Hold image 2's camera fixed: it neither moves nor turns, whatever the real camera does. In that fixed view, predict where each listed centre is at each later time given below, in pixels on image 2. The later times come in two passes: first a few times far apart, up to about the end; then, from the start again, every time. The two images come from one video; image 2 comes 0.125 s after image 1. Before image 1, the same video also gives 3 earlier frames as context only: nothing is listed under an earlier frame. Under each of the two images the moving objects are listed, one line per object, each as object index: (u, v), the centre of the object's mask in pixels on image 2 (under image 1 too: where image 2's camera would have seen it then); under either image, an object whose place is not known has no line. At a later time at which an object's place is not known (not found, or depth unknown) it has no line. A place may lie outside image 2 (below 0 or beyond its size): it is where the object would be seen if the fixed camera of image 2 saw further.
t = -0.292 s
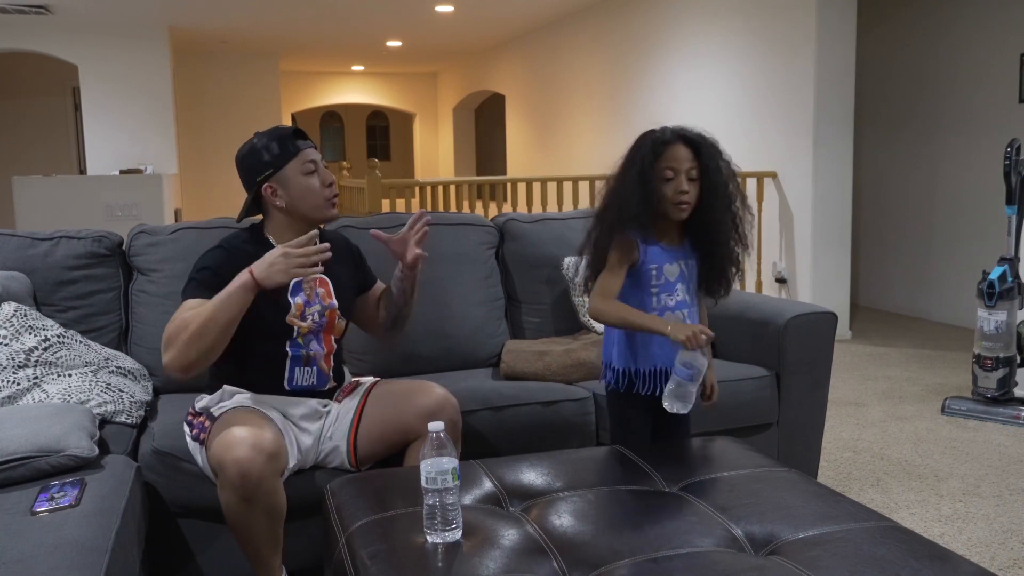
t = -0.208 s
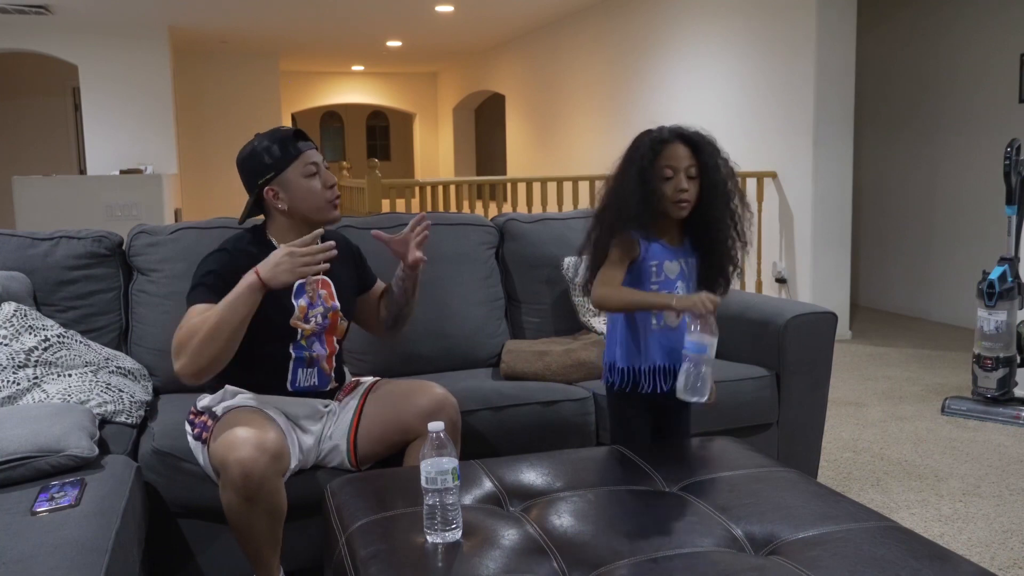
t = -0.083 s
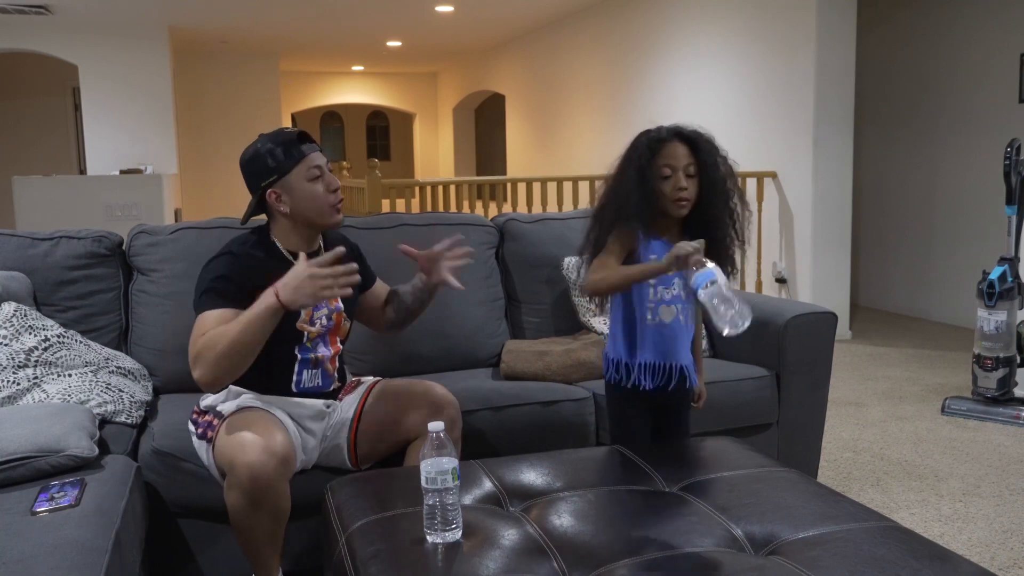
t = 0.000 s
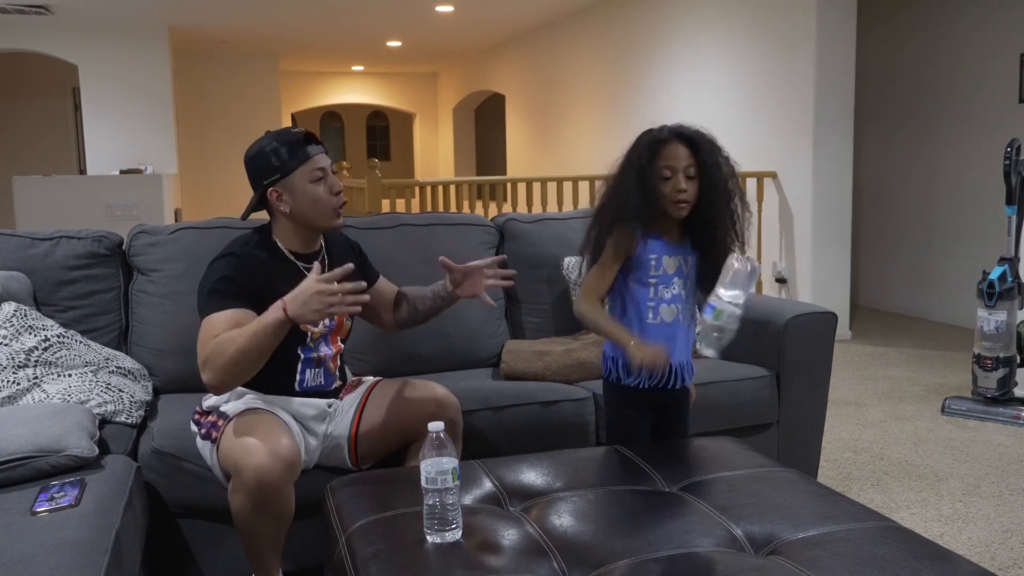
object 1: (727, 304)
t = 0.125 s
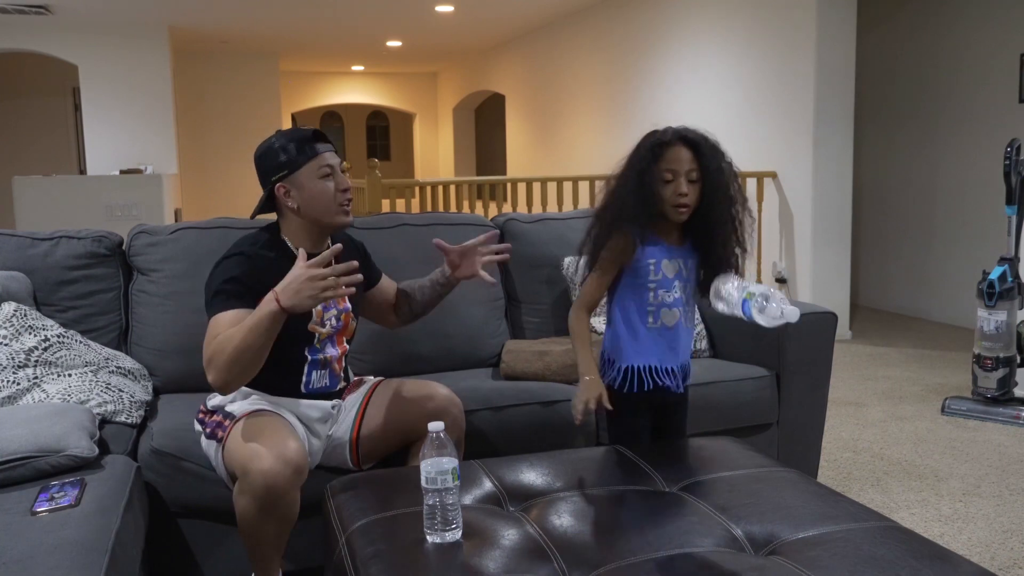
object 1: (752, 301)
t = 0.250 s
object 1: (758, 411)
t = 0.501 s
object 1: (784, 499)
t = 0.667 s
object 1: (787, 498)
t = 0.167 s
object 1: (754, 327)
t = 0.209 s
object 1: (756, 364)
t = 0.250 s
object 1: (758, 411)
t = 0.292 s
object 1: (762, 466)
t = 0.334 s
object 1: (779, 497)
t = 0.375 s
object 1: (780, 494)
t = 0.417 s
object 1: (784, 498)
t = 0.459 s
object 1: (784, 499)
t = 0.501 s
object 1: (784, 499)
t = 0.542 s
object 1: (785, 498)
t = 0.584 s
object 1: (785, 498)
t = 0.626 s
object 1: (786, 498)
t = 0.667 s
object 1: (787, 498)
